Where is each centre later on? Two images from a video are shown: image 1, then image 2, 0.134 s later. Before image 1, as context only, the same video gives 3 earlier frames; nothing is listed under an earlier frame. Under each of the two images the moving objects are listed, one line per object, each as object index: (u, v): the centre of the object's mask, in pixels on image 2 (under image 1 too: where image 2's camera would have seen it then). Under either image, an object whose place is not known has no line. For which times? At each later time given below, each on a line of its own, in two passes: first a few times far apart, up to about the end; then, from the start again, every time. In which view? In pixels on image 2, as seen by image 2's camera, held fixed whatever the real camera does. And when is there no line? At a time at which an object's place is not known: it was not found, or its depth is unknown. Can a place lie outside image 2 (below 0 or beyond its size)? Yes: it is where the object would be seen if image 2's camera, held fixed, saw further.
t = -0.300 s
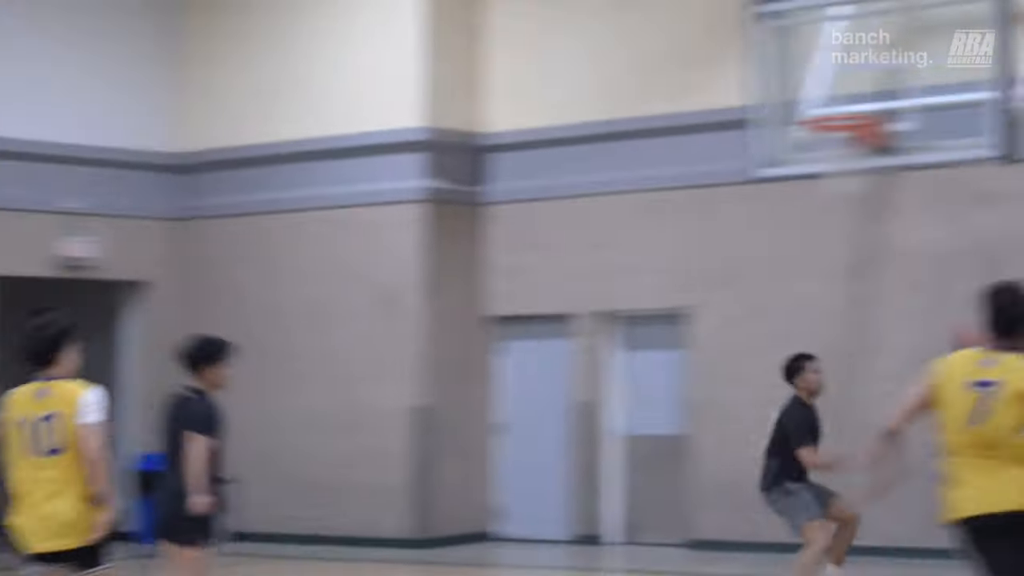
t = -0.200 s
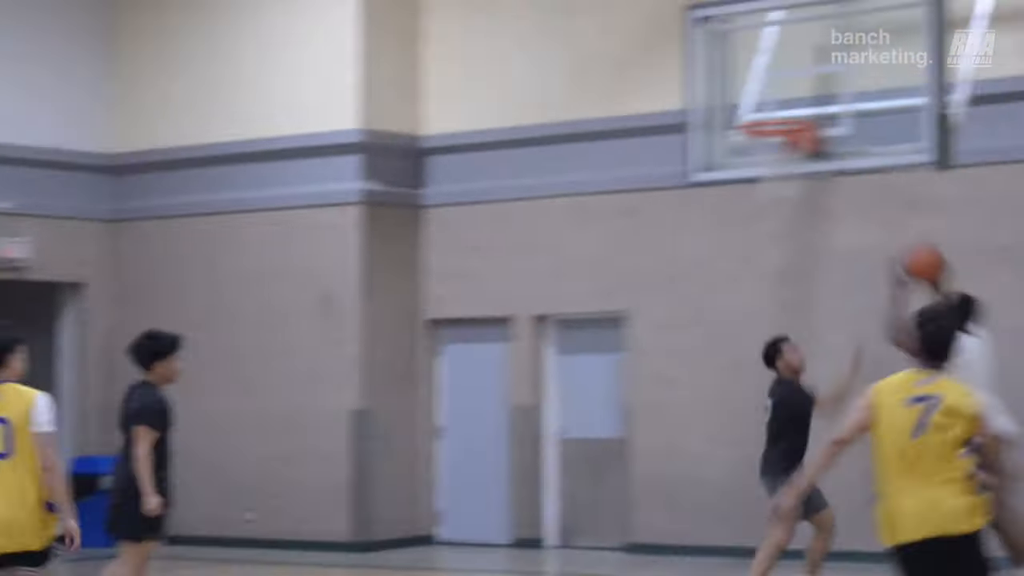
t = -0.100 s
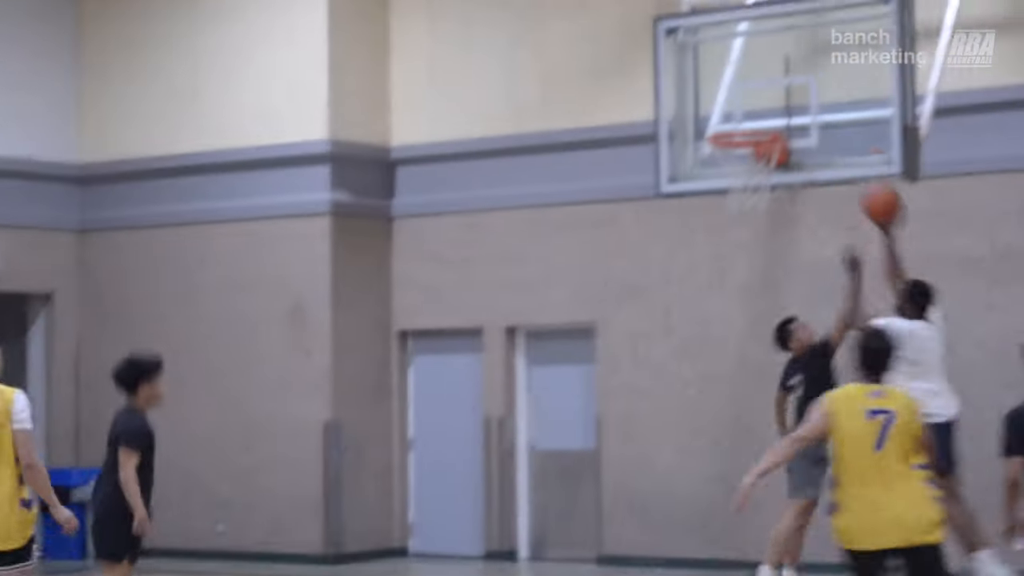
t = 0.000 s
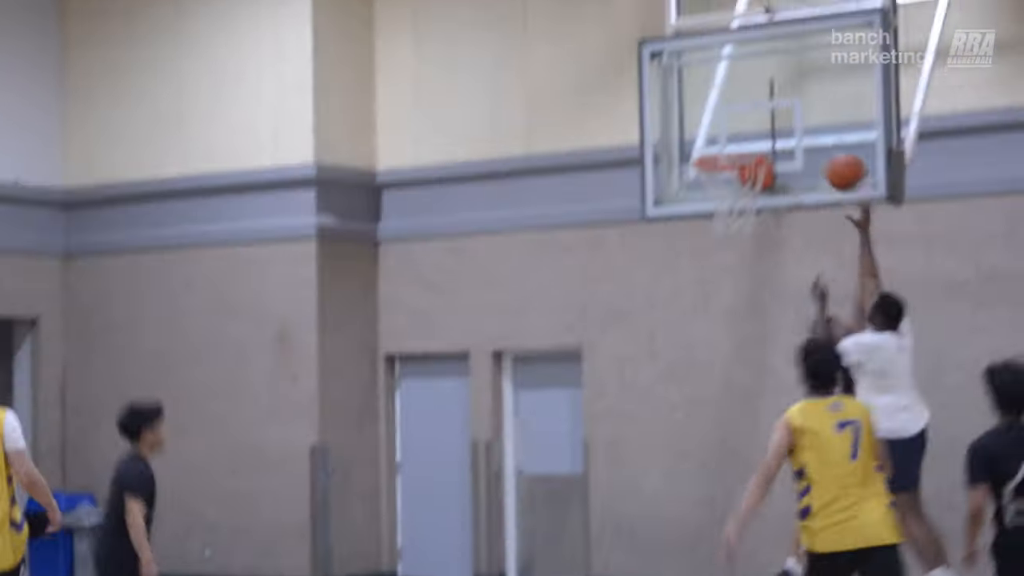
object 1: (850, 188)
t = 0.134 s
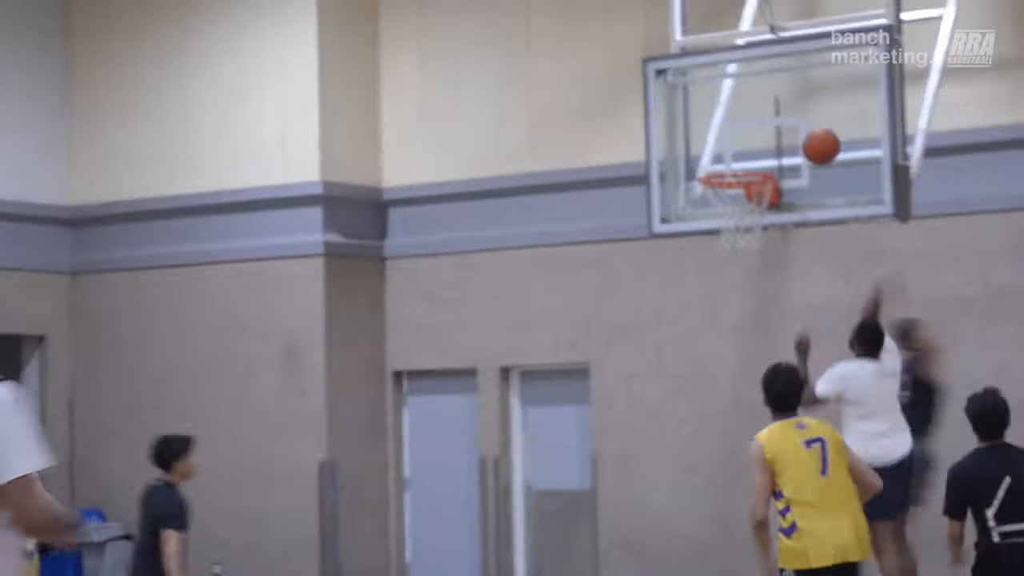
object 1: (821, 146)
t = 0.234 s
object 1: (799, 133)
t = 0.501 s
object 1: (725, 163)
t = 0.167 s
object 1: (813, 140)
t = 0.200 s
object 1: (807, 136)
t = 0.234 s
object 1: (799, 133)
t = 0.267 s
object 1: (789, 132)
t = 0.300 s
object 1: (780, 133)
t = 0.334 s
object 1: (770, 135)
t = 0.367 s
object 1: (762, 138)
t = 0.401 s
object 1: (753, 143)
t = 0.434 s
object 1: (744, 150)
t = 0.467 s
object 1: (735, 158)
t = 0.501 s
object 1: (725, 163)
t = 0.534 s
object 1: (718, 184)
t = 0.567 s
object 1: (721, 195)
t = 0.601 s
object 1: (729, 205)
